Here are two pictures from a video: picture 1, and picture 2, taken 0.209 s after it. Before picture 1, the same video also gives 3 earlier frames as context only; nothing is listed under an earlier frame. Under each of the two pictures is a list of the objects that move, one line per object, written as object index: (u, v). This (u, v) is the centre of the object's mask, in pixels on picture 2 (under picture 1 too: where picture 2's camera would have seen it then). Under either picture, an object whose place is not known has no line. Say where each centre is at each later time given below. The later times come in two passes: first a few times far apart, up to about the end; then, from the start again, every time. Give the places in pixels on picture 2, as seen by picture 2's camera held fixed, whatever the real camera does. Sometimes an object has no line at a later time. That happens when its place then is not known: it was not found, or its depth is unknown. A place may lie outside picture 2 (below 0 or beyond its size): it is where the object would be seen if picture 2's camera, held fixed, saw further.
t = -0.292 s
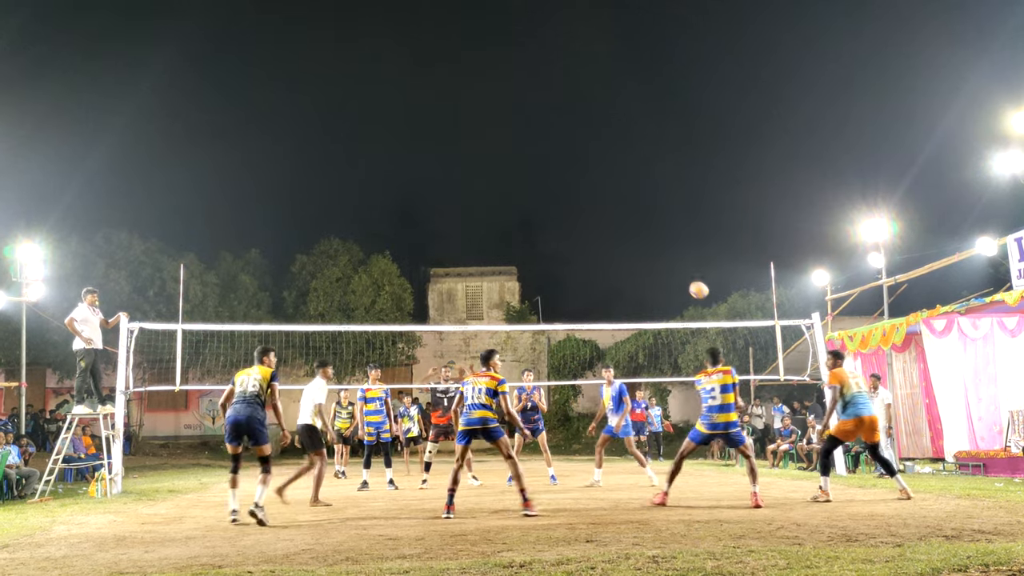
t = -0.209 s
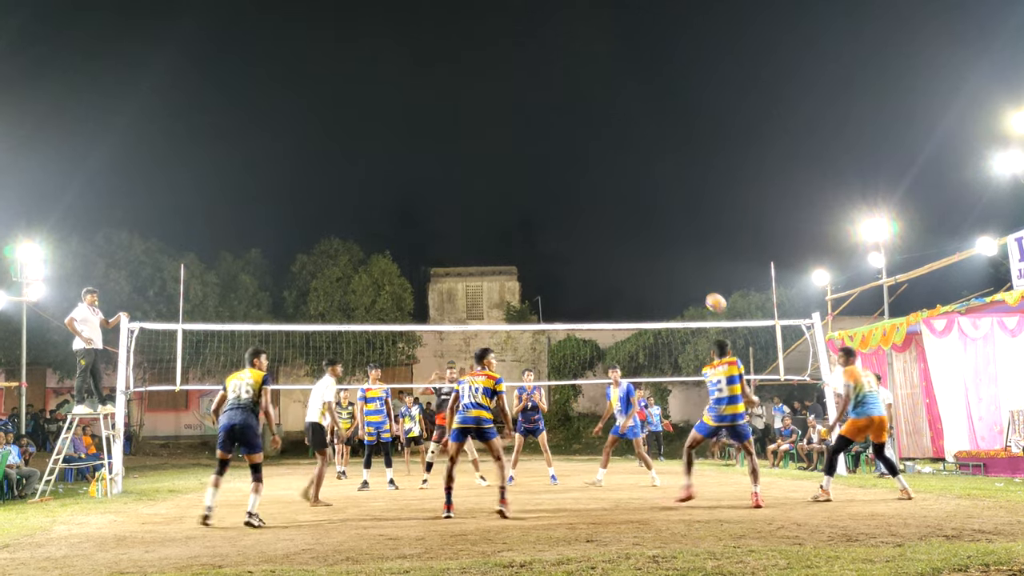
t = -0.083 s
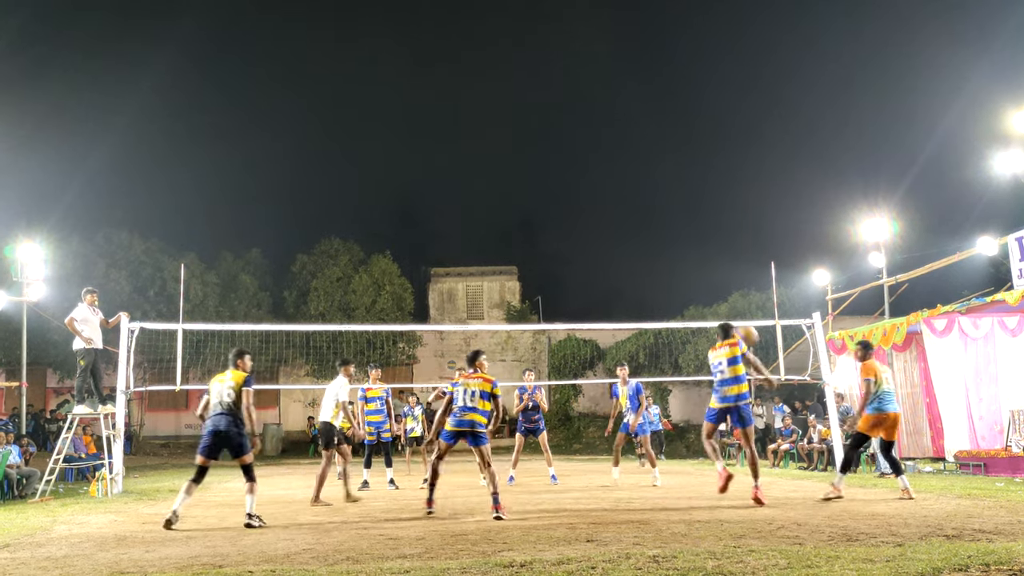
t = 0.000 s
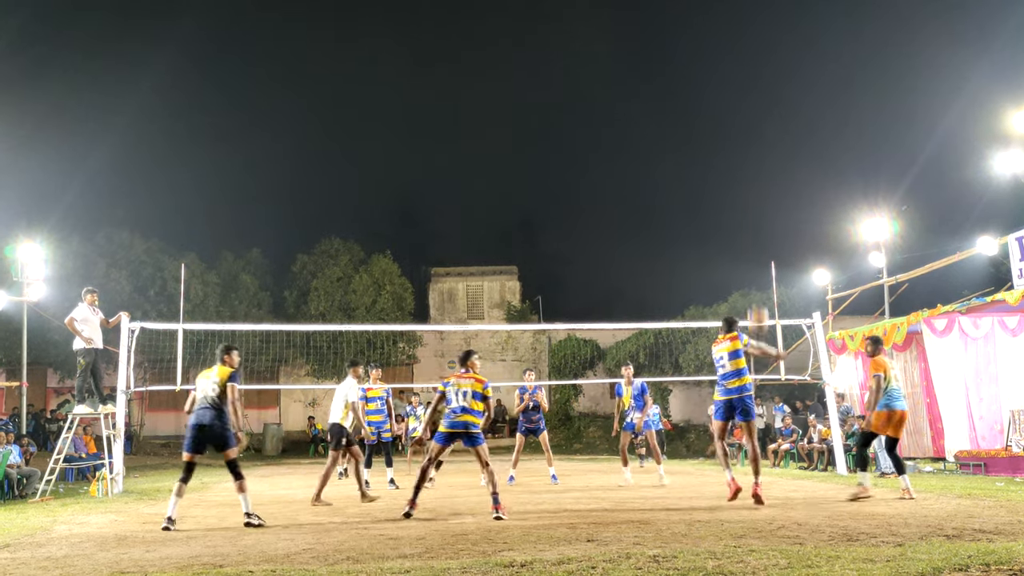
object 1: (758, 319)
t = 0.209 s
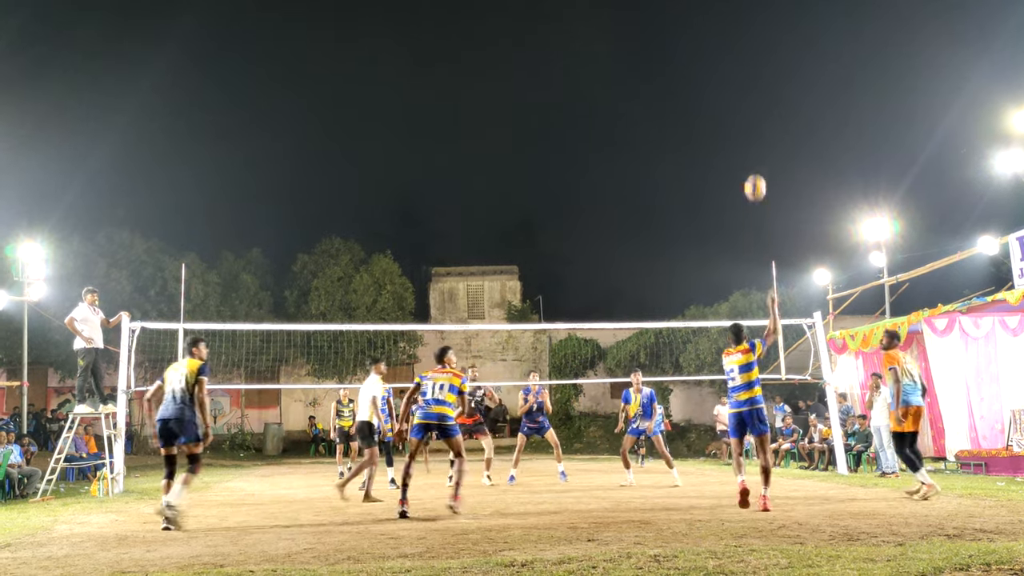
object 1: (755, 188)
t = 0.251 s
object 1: (754, 168)
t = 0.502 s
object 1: (754, 80)
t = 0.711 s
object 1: (757, 49)
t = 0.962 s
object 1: (763, 56)
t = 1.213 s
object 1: (771, 109)
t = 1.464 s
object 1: (781, 206)
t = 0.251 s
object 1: (754, 168)
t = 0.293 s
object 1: (754, 149)
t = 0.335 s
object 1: (754, 132)
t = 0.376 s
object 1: (754, 117)
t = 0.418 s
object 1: (754, 102)
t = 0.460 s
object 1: (754, 91)
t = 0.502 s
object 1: (754, 80)
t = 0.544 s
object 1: (755, 71)
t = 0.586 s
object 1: (755, 63)
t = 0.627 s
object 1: (756, 57)
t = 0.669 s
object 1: (757, 52)
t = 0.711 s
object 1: (757, 49)
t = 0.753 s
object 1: (758, 46)
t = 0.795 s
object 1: (759, 46)
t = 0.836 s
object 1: (759, 46)
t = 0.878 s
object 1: (760, 48)
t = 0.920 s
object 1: (762, 52)
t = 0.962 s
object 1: (763, 56)
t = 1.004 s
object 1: (764, 62)
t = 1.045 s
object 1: (765, 69)
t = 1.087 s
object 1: (766, 77)
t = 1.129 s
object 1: (768, 87)
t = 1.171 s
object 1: (769, 98)
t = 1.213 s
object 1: (771, 109)
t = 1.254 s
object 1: (772, 123)
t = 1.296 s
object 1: (774, 137)
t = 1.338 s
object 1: (776, 153)
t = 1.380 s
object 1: (778, 170)
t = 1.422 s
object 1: (779, 187)
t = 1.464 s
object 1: (781, 206)
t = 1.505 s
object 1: (783, 227)
